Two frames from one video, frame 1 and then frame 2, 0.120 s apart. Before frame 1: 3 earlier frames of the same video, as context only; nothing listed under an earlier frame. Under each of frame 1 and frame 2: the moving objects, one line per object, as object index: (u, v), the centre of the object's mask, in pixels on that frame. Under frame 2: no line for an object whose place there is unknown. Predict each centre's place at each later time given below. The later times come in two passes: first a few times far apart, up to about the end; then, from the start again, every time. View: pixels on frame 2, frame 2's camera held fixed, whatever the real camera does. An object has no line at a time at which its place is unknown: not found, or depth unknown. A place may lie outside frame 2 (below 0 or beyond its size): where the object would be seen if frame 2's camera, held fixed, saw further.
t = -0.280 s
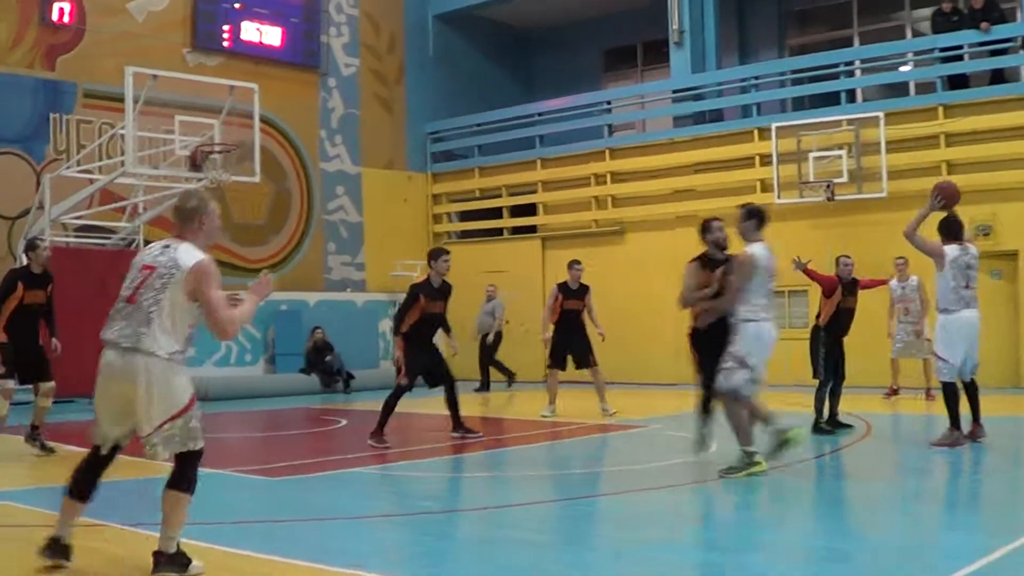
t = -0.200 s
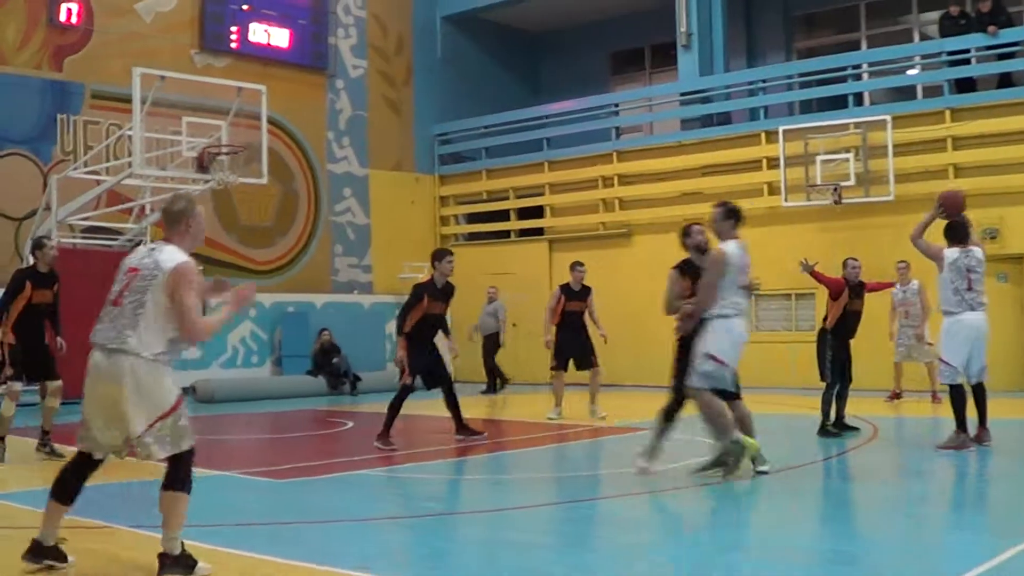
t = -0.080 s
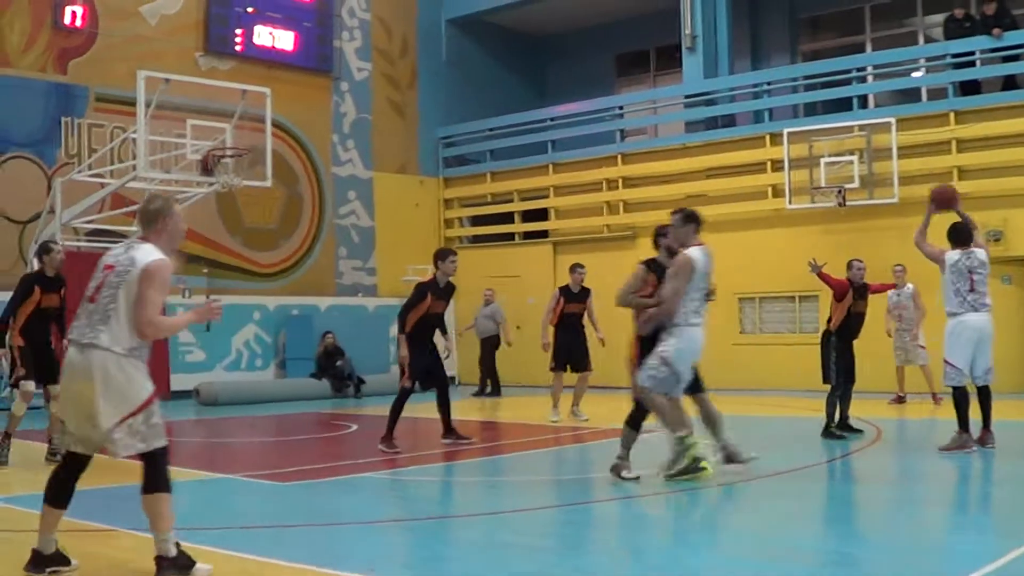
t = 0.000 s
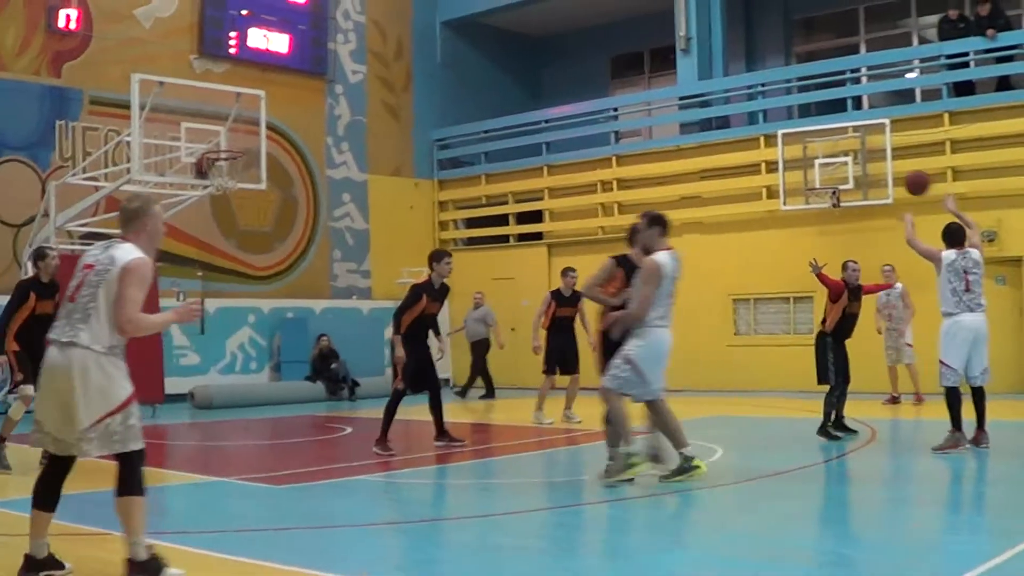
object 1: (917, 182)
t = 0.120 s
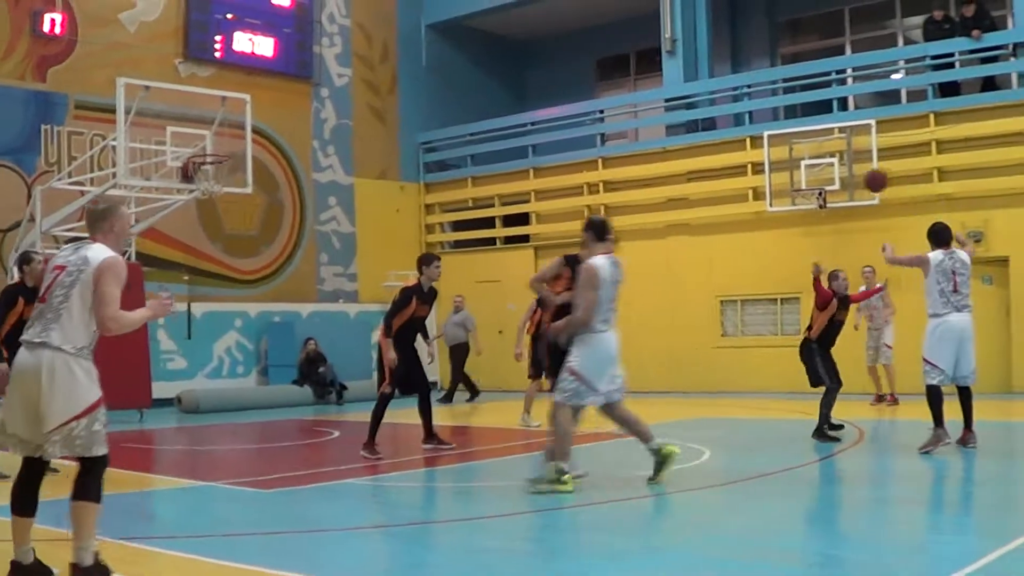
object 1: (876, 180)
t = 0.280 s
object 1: (847, 200)
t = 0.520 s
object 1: (814, 260)
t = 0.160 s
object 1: (868, 182)
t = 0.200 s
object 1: (861, 187)
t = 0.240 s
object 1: (854, 193)
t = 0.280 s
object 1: (847, 200)
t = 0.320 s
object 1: (842, 205)
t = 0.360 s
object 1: (835, 216)
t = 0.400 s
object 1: (830, 226)
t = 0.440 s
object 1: (825, 236)
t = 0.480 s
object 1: (819, 247)
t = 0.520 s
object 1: (814, 260)
